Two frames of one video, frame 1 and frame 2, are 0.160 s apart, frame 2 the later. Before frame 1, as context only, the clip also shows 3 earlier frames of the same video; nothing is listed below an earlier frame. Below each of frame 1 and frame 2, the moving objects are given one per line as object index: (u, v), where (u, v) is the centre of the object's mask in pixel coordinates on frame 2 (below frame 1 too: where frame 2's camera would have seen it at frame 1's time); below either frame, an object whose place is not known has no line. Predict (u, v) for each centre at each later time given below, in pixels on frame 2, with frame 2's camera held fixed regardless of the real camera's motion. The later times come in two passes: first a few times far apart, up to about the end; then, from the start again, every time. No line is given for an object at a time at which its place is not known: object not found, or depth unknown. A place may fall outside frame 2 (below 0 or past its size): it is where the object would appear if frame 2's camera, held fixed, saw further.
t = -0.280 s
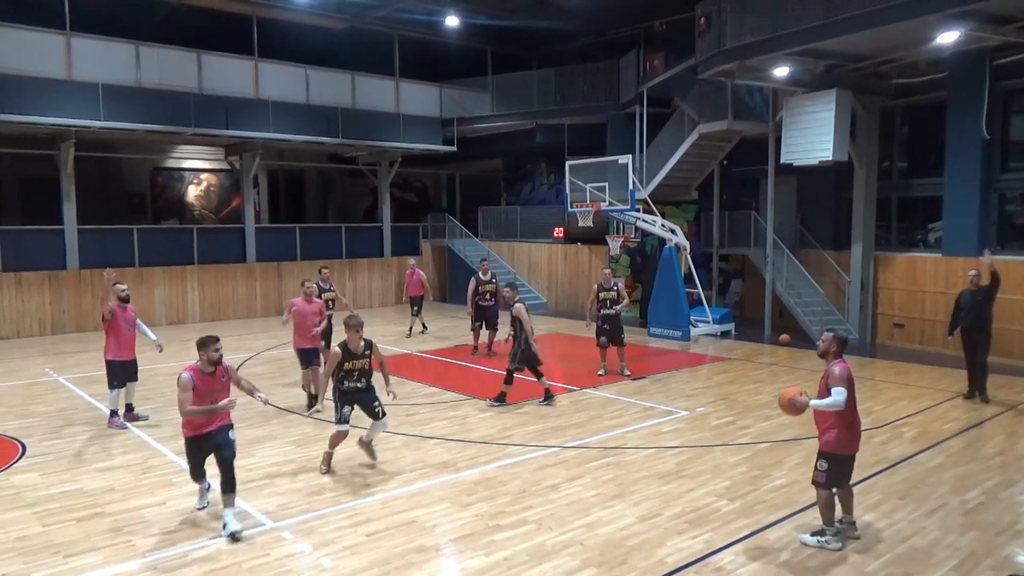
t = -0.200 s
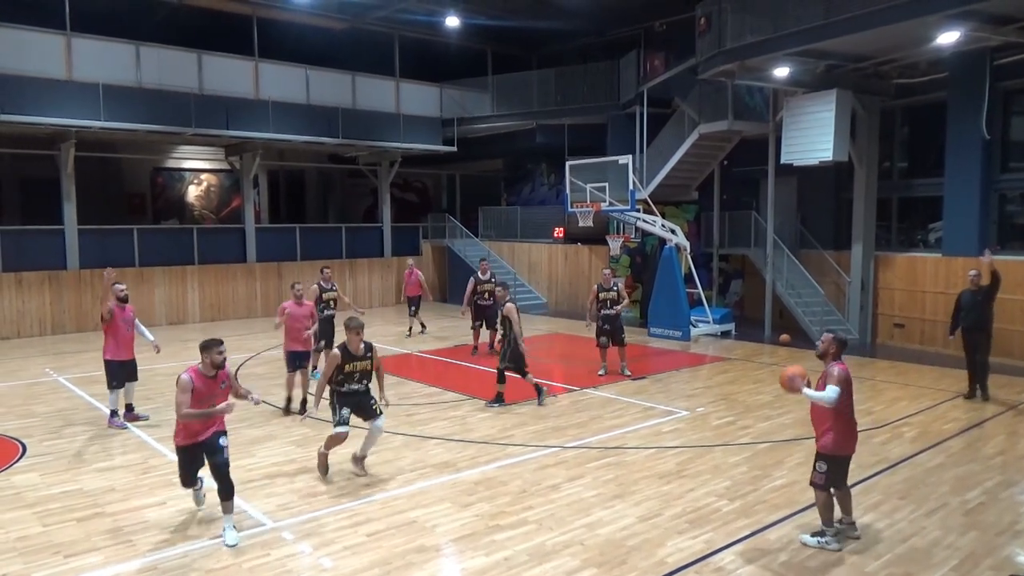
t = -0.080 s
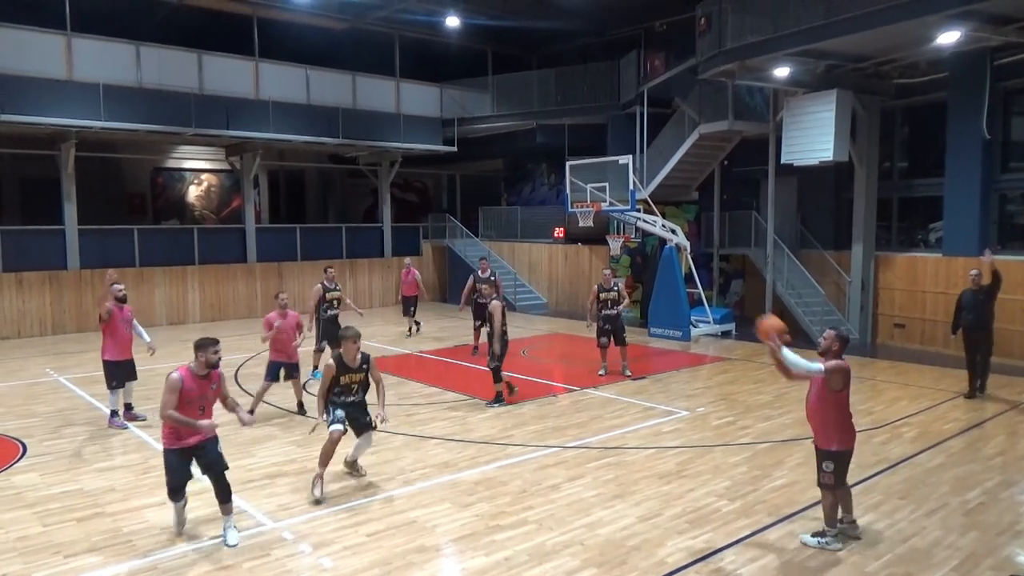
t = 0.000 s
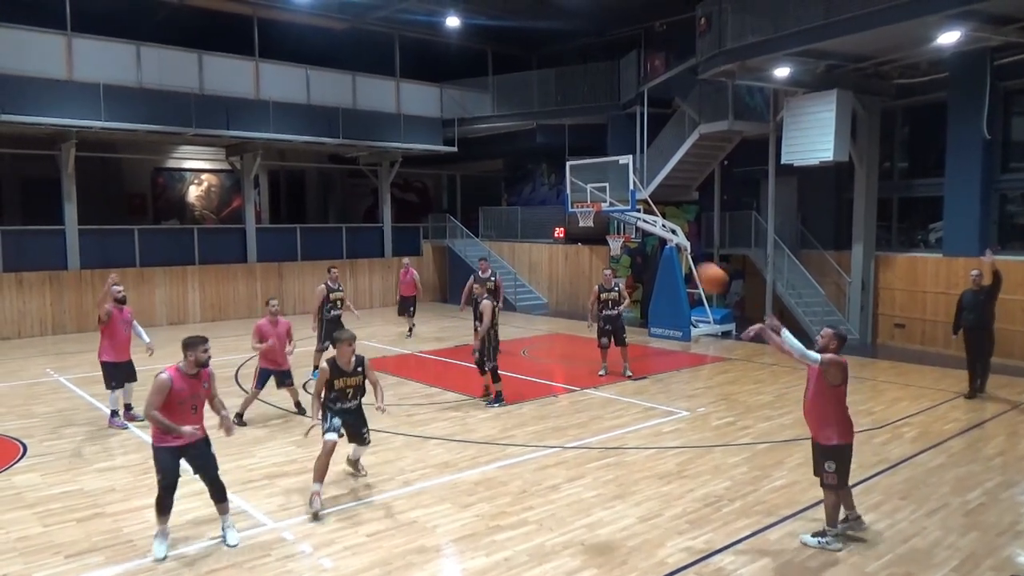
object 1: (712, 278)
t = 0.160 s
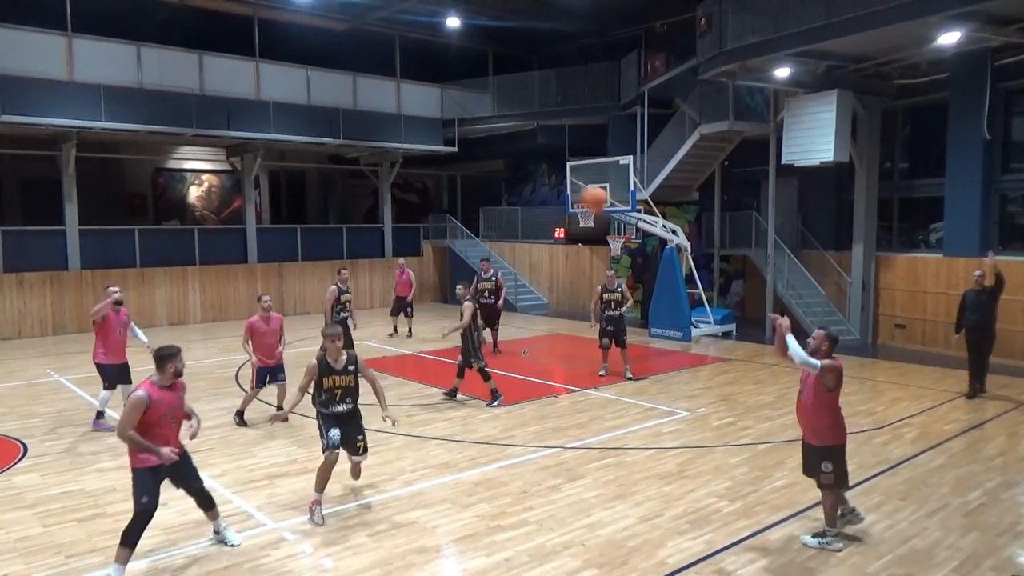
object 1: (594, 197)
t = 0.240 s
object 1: (541, 172)
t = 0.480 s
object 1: (402, 134)
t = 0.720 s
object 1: (286, 152)
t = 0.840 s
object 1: (237, 176)
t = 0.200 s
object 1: (566, 184)
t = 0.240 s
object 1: (541, 172)
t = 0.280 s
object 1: (516, 162)
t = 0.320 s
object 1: (491, 153)
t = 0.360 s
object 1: (469, 146)
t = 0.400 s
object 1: (446, 141)
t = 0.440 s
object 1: (423, 136)
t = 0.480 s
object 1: (402, 134)
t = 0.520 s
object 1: (380, 134)
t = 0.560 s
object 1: (361, 135)
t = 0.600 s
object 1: (341, 137)
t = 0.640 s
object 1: (322, 141)
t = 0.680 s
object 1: (303, 146)
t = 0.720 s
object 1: (286, 152)
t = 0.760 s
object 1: (269, 158)
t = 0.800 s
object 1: (253, 167)
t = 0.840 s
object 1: (237, 176)
